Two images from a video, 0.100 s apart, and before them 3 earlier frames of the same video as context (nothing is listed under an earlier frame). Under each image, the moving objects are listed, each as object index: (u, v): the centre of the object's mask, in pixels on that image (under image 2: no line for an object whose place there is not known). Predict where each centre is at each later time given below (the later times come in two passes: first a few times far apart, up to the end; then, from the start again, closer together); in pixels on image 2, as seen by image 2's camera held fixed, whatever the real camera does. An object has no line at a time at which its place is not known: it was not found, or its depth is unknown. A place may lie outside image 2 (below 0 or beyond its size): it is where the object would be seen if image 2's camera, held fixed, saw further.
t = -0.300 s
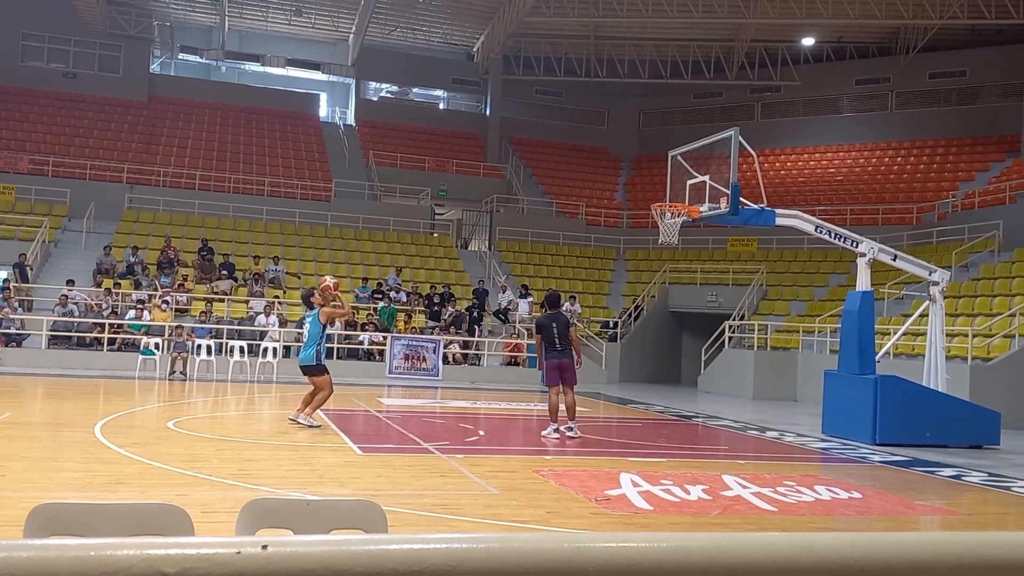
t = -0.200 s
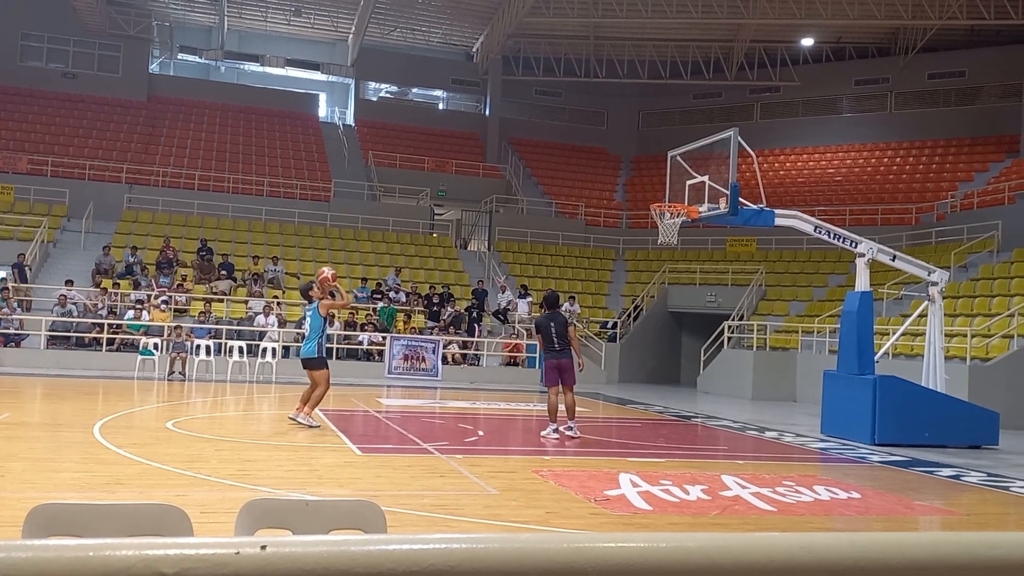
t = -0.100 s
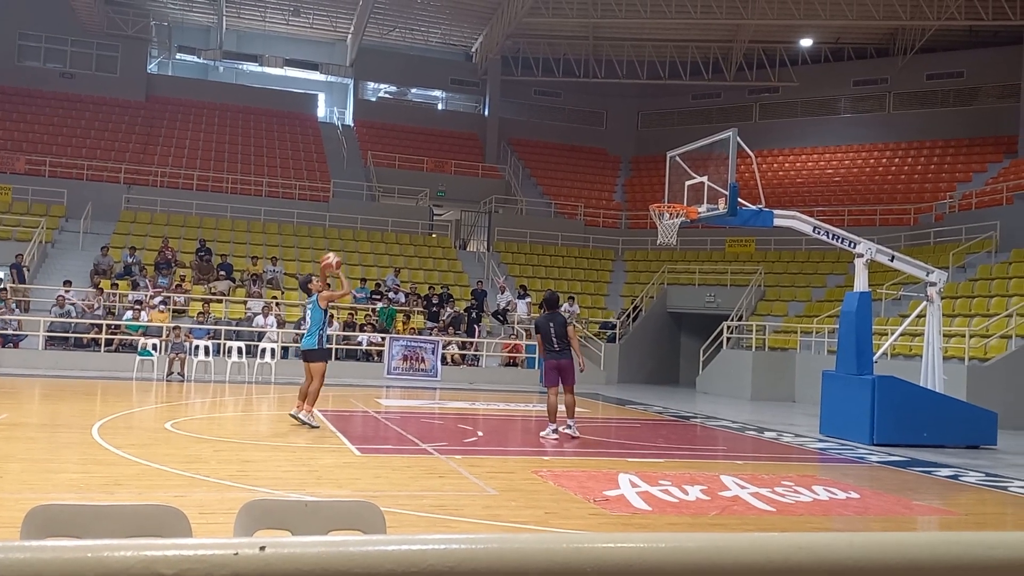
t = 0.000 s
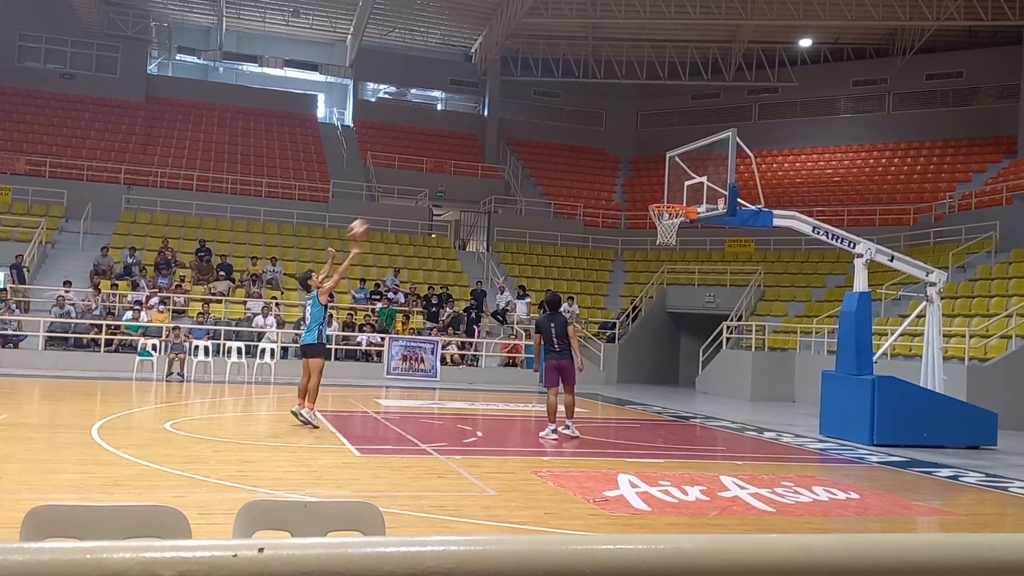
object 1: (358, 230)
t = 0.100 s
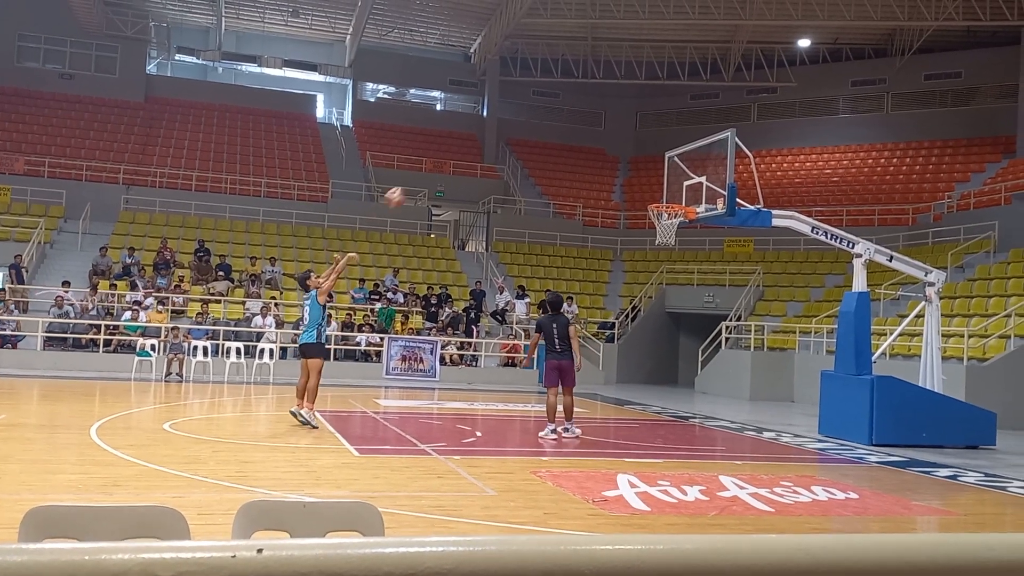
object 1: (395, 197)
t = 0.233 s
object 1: (444, 167)
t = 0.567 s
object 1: (557, 150)
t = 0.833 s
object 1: (639, 194)
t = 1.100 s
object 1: (607, 168)
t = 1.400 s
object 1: (556, 187)
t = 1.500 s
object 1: (539, 207)
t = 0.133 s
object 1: (408, 188)
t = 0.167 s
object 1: (419, 180)
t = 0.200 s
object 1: (432, 173)
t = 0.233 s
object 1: (444, 167)
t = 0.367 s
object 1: (490, 151)
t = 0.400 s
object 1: (502, 148)
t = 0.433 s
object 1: (513, 147)
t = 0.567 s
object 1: (557, 150)
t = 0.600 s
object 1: (567, 153)
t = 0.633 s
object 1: (578, 157)
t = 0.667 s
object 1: (588, 161)
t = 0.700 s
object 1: (598, 166)
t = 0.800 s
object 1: (629, 186)
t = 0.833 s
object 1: (639, 194)
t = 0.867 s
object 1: (643, 199)
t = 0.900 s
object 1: (639, 192)
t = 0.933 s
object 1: (634, 186)
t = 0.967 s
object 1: (628, 181)
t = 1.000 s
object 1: (623, 177)
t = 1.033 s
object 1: (618, 173)
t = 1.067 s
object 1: (613, 170)
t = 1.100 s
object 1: (607, 168)
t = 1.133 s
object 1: (602, 167)
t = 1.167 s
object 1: (596, 167)
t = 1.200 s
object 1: (591, 167)
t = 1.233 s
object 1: (586, 169)
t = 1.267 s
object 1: (580, 170)
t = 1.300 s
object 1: (574, 173)
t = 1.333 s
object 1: (568, 177)
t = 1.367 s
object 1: (563, 181)
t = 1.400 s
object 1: (556, 187)
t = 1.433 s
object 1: (550, 192)
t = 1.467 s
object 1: (545, 199)
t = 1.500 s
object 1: (539, 207)
